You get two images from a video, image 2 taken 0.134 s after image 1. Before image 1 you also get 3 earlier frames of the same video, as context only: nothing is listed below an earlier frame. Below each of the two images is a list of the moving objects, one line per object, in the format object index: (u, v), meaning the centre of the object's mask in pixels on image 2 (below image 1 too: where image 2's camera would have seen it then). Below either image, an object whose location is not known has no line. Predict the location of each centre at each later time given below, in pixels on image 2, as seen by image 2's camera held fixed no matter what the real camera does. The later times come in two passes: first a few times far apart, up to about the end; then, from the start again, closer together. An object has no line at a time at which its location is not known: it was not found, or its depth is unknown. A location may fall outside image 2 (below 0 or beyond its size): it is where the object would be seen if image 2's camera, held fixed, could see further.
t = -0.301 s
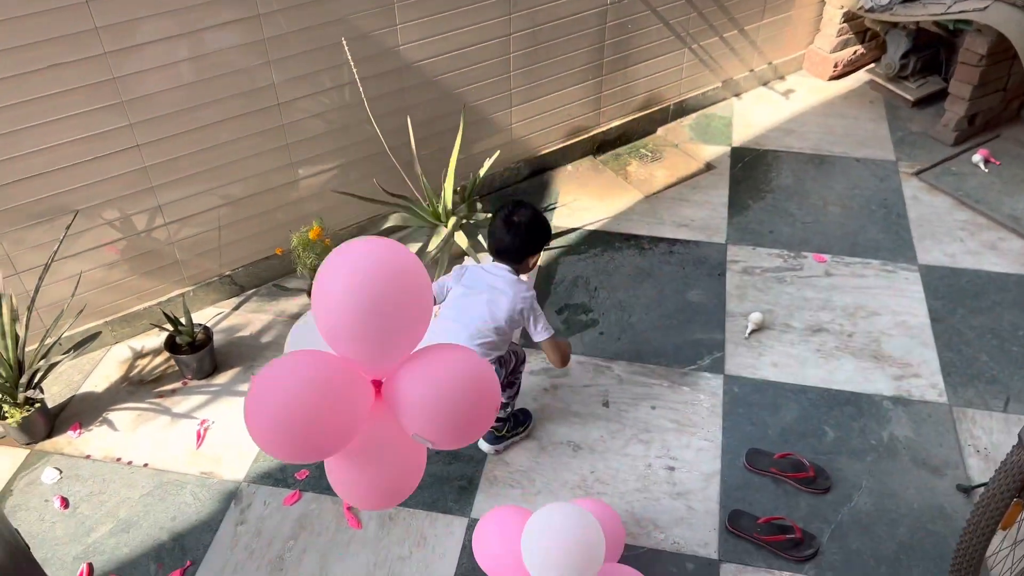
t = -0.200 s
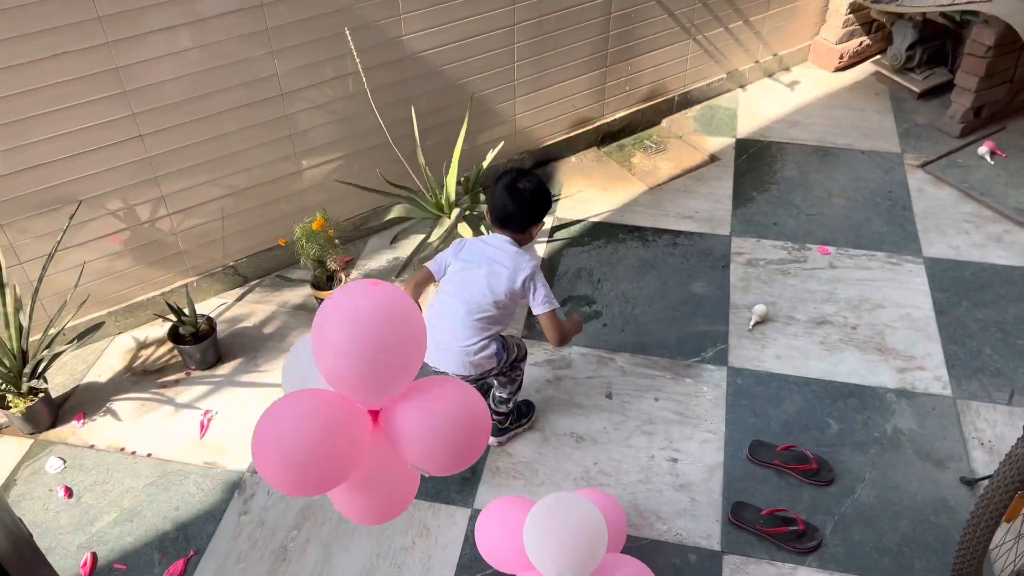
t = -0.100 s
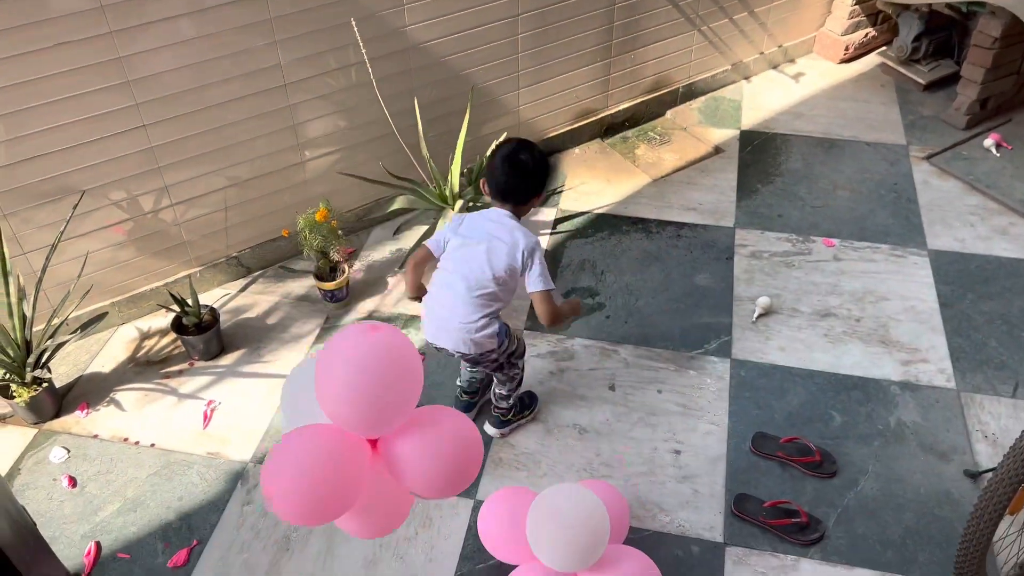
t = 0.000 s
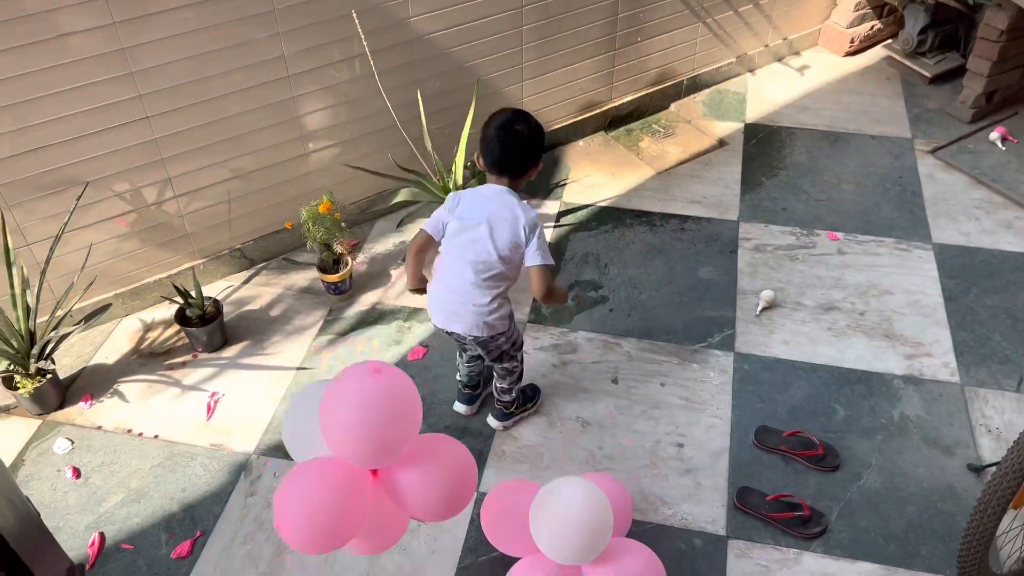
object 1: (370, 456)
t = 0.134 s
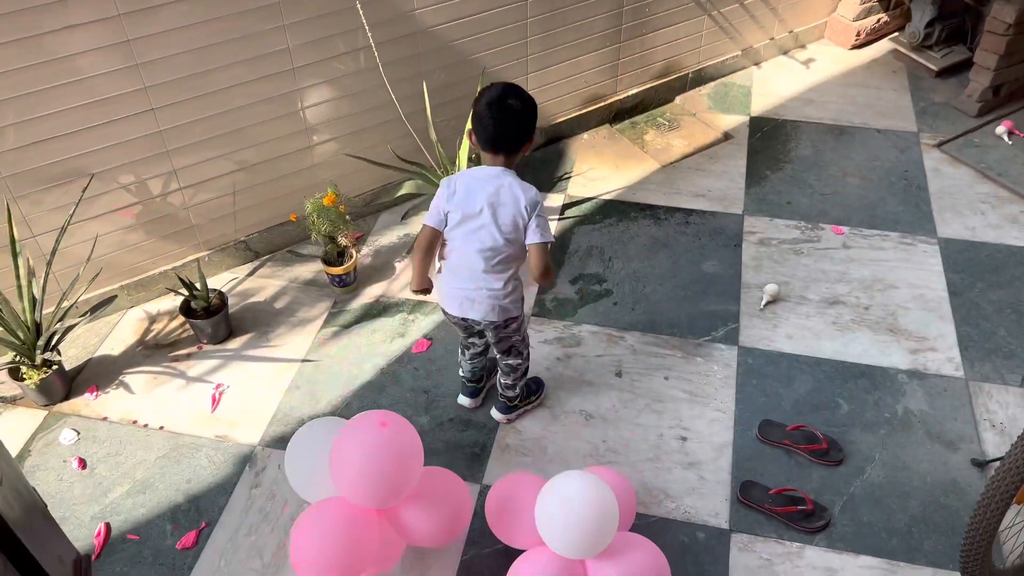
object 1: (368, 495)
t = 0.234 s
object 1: (366, 500)
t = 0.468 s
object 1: (351, 449)
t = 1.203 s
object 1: (318, 450)
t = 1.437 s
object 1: (309, 457)
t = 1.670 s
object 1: (289, 444)
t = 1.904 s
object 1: (273, 436)
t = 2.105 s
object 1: (261, 429)
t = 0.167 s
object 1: (369, 503)
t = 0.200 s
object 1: (369, 506)
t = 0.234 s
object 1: (366, 500)
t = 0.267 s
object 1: (364, 492)
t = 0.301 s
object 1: (362, 484)
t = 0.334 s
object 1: (360, 476)
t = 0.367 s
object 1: (358, 468)
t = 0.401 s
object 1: (356, 461)
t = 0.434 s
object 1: (354, 454)
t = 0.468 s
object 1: (351, 449)
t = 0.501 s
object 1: (350, 444)
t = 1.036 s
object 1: (324, 435)
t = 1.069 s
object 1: (323, 438)
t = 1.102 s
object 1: (321, 440)
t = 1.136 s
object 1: (320, 443)
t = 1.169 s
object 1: (319, 447)
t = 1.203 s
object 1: (318, 450)
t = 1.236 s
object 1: (317, 454)
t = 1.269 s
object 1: (315, 457)
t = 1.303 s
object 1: (314, 459)
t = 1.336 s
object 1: (313, 460)
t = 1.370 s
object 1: (312, 459)
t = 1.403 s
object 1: (311, 458)
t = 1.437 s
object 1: (309, 457)
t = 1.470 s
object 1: (306, 454)
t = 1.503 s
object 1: (303, 452)
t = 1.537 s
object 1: (300, 450)
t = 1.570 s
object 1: (297, 449)
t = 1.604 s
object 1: (294, 447)
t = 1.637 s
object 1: (291, 445)
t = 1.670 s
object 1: (289, 444)
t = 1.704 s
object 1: (287, 442)
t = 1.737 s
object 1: (284, 441)
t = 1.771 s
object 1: (282, 440)
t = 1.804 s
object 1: (280, 439)
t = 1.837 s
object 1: (278, 438)
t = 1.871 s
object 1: (276, 437)
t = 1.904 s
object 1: (273, 436)
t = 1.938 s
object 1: (271, 435)
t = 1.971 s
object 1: (268, 434)
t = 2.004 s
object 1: (267, 433)
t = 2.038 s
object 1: (265, 432)
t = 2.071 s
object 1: (263, 430)
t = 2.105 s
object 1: (261, 429)
